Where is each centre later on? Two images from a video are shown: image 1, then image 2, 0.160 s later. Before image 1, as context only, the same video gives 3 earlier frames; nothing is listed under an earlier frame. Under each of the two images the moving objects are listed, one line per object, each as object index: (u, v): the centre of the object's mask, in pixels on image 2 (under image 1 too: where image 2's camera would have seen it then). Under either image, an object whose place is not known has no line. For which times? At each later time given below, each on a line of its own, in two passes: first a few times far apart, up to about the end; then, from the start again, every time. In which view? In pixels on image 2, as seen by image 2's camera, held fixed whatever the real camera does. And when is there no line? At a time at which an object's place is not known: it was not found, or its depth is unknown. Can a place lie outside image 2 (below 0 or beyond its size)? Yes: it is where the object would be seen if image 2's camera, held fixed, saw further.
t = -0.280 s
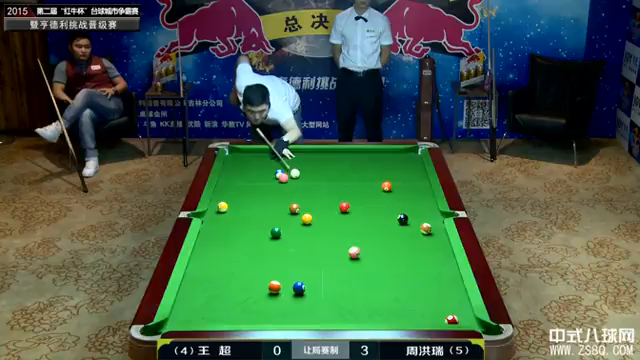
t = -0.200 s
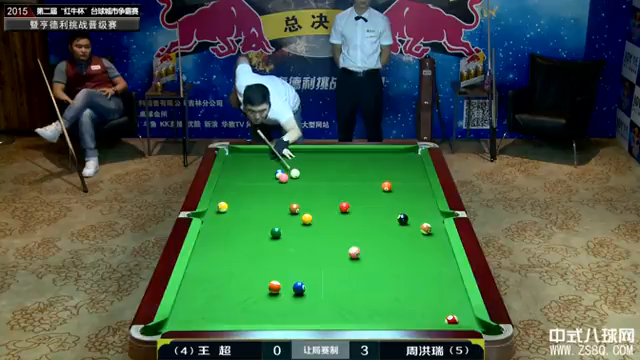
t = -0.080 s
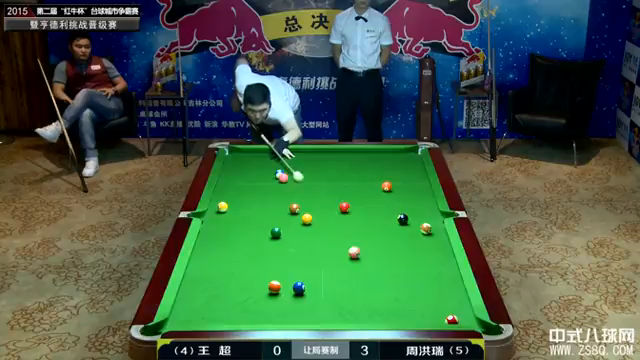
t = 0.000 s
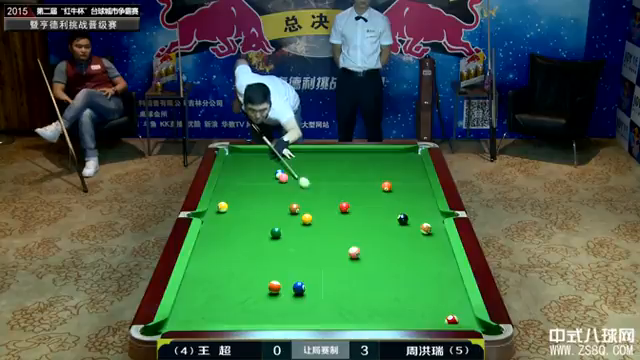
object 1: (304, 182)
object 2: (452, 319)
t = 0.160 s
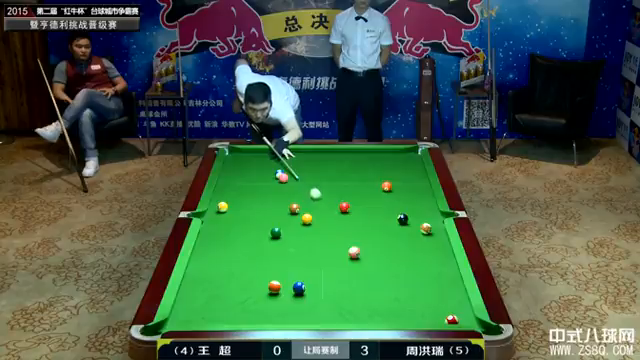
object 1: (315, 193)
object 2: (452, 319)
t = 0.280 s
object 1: (323, 201)
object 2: (452, 319)
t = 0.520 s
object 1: (338, 217)
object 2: (452, 319)
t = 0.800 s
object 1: (359, 237)
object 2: (452, 319)
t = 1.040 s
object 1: (378, 256)
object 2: (451, 319)
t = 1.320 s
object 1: (403, 280)
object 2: (452, 319)
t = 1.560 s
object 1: (425, 302)
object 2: (452, 320)
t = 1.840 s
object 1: (435, 320)
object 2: (465, 320)
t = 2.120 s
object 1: (425, 315)
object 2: (457, 317)
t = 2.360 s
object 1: (417, 308)
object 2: (444, 317)
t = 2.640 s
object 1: (408, 302)
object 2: (430, 316)
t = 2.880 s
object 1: (401, 297)
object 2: (419, 315)
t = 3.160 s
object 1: (394, 292)
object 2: (408, 314)
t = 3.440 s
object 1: (388, 287)
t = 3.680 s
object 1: (383, 284)
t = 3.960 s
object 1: (378, 281)
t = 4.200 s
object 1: (374, 278)
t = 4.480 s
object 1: (370, 276)
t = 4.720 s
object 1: (368, 274)
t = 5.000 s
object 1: (365, 273)
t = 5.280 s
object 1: (364, 272)
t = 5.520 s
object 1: (363, 272)
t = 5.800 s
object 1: (363, 272)
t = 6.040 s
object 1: (363, 272)
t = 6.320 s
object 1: (363, 272)
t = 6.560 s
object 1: (363, 272)
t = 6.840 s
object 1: (363, 272)
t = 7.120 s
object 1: (363, 272)
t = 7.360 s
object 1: (363, 272)
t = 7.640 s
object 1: (363, 272)
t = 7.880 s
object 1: (363, 272)
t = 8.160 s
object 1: (363, 272)
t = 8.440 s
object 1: (363, 272)
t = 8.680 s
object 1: (363, 272)
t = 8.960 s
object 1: (363, 272)
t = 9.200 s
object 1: (363, 272)
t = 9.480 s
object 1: (363, 272)
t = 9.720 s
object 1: (363, 272)
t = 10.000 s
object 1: (363, 272)
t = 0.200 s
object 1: (318, 196)
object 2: (452, 319)
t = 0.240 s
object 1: (320, 199)
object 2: (451, 319)
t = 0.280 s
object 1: (323, 201)
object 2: (452, 319)
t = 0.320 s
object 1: (325, 204)
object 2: (452, 319)
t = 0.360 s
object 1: (328, 206)
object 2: (452, 319)
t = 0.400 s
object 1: (330, 209)
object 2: (452, 319)
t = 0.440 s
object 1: (333, 212)
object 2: (452, 319)
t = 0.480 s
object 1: (336, 214)
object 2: (452, 319)
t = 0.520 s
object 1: (338, 217)
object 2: (452, 319)
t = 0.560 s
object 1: (341, 220)
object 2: (452, 319)
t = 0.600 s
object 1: (344, 223)
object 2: (452, 319)
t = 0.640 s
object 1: (347, 226)
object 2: (452, 319)
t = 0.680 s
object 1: (350, 228)
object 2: (452, 319)
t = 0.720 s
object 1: (353, 231)
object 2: (452, 319)
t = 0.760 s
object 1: (356, 234)
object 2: (452, 319)
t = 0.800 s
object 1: (359, 237)
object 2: (452, 319)
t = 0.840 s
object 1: (362, 240)
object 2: (452, 319)
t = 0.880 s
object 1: (365, 243)
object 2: (452, 319)
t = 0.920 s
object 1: (368, 246)
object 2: (451, 319)
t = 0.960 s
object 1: (371, 249)
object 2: (452, 319)
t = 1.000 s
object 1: (375, 253)
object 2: (451, 319)
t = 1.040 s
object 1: (378, 256)
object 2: (451, 319)
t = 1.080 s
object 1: (381, 259)
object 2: (452, 319)
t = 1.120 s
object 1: (385, 262)
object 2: (452, 319)
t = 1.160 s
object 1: (388, 266)
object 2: (452, 320)
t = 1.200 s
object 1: (392, 269)
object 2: (452, 320)
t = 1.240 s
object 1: (395, 273)
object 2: (452, 320)
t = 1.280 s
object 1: (399, 276)
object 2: (452, 320)
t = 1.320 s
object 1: (403, 280)
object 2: (452, 319)
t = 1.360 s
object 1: (406, 284)
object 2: (452, 320)
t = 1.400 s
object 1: (409, 287)
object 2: (452, 320)
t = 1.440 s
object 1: (413, 291)
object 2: (452, 320)
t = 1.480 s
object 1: (417, 295)
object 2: (452, 320)
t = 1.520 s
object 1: (421, 299)
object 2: (452, 320)
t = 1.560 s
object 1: (425, 302)
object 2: (452, 320)
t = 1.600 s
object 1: (429, 306)
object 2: (452, 320)
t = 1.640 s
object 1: (433, 310)
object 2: (452, 319)
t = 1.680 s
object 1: (437, 313)
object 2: (452, 319)
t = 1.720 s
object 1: (439, 316)
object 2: (453, 320)
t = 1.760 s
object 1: (438, 317)
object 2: (458, 321)
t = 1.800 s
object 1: (436, 319)
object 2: (462, 320)
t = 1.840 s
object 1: (435, 320)
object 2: (465, 320)
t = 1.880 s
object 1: (434, 320)
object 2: (468, 318)
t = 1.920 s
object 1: (432, 319)
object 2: (469, 318)
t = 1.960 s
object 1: (431, 318)
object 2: (467, 318)
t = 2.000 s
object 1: (429, 317)
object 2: (464, 317)
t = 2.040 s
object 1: (428, 317)
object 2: (462, 318)
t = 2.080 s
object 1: (426, 316)
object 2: (460, 318)
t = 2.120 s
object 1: (425, 315)
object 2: (457, 317)
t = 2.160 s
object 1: (423, 314)
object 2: (455, 317)
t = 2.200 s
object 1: (422, 312)
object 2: (452, 318)
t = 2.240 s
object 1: (421, 311)
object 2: (450, 317)
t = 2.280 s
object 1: (420, 310)
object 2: (448, 317)
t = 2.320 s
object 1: (418, 309)
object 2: (446, 317)
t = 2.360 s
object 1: (417, 308)
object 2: (444, 317)
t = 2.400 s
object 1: (415, 308)
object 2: (442, 317)
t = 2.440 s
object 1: (414, 306)
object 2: (440, 317)
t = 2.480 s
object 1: (413, 305)
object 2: (438, 316)
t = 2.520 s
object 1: (412, 305)
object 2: (436, 316)
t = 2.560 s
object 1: (411, 304)
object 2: (434, 316)
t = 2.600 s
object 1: (409, 303)
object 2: (432, 316)
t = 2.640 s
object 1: (408, 302)
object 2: (430, 316)
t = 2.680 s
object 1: (407, 301)
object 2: (428, 316)
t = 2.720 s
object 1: (406, 300)
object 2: (426, 316)
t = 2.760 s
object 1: (405, 299)
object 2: (424, 316)
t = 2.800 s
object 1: (403, 299)
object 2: (423, 316)
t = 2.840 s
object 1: (403, 298)
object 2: (421, 316)
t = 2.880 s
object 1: (401, 297)
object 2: (419, 315)
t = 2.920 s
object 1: (400, 296)
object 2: (417, 316)
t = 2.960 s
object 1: (399, 295)
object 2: (416, 315)
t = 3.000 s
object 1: (398, 295)
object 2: (414, 315)
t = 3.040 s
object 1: (397, 294)
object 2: (413, 315)
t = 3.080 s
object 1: (396, 293)
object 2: (411, 315)
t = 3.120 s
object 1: (395, 292)
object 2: (409, 315)
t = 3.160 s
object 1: (394, 292)
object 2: (408, 314)
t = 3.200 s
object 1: (393, 291)
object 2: (407, 314)
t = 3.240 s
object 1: (392, 291)
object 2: (405, 314)
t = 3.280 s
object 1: (391, 290)
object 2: (404, 314)
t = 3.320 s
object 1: (390, 289)
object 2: (402, 314)
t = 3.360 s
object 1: (389, 289)
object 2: (401, 313)
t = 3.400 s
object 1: (389, 288)
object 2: (399, 313)
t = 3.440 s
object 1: (388, 287)
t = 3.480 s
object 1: (387, 287)
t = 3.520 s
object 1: (386, 286)
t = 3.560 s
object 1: (385, 286)
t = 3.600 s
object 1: (384, 285)
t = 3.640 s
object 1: (384, 285)
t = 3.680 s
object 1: (383, 284)
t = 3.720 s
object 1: (382, 284)
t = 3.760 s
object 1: (381, 283)
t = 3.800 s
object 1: (380, 282)
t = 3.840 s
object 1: (380, 282)
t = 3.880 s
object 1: (379, 282)
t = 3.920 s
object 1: (378, 281)
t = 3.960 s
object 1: (378, 281)
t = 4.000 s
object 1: (377, 281)
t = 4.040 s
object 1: (376, 280)
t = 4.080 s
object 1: (376, 280)
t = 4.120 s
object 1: (375, 279)
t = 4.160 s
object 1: (375, 279)
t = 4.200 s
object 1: (374, 278)
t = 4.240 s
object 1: (373, 278)
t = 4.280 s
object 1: (373, 278)
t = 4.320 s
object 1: (372, 278)
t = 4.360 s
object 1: (372, 277)
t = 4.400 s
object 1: (371, 277)
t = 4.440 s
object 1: (371, 277)
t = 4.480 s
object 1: (370, 276)
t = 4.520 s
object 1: (370, 276)
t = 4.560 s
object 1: (369, 276)
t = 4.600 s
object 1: (369, 275)
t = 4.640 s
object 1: (368, 275)
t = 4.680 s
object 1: (368, 275)
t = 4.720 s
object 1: (368, 274)
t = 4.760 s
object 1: (367, 274)
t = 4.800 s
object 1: (367, 274)
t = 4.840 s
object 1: (366, 274)
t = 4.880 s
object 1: (366, 274)
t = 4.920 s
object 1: (366, 273)
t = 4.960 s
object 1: (365, 273)
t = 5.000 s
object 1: (365, 273)
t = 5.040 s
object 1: (365, 273)
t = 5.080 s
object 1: (365, 273)
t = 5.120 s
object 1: (364, 273)
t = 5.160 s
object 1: (364, 272)
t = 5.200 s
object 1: (364, 272)
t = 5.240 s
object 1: (364, 272)
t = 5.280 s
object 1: (364, 272)
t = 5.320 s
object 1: (363, 272)
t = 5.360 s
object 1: (363, 272)
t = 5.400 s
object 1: (363, 272)
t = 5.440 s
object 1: (363, 272)
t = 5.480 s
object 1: (363, 272)
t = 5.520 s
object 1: (363, 272)
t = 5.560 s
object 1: (363, 272)
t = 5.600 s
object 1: (363, 272)
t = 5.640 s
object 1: (363, 272)
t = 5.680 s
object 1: (363, 272)
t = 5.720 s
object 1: (363, 272)
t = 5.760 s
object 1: (363, 272)
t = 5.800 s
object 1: (363, 272)
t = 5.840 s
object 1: (363, 272)
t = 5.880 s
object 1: (363, 272)
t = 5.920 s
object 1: (363, 272)
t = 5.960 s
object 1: (363, 272)
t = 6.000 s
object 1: (363, 272)
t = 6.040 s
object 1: (363, 272)
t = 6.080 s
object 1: (363, 272)
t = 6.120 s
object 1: (363, 272)
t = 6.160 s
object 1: (363, 272)
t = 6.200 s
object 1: (363, 272)
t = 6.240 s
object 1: (363, 272)
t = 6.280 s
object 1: (363, 272)
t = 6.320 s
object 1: (363, 272)
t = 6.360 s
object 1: (363, 272)
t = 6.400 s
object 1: (363, 272)
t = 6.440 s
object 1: (363, 272)
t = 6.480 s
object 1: (363, 272)
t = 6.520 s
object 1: (363, 272)
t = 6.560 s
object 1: (363, 272)
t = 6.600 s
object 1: (363, 272)
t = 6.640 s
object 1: (363, 272)
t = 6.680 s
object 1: (363, 272)
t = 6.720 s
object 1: (363, 272)
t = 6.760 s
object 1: (363, 272)
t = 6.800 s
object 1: (363, 272)
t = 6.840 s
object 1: (363, 272)
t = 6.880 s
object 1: (363, 272)
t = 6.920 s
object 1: (363, 272)
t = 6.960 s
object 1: (363, 272)
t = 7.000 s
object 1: (363, 272)
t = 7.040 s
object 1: (363, 272)
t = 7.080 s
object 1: (363, 272)
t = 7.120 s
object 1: (363, 272)
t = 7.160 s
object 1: (363, 272)
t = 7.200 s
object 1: (363, 272)
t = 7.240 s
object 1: (363, 272)
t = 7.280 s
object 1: (363, 272)
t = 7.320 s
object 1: (363, 272)
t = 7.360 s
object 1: (363, 272)
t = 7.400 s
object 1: (363, 272)
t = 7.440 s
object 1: (363, 272)
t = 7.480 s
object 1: (363, 272)
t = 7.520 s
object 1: (363, 272)
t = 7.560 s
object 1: (363, 272)
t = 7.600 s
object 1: (363, 272)
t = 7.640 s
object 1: (363, 272)
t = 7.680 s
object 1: (363, 272)
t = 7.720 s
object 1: (363, 272)
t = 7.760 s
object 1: (363, 272)
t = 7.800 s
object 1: (363, 272)
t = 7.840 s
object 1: (363, 272)
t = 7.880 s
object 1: (363, 272)
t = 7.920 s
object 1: (363, 272)
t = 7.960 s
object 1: (363, 272)
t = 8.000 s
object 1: (363, 272)
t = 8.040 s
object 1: (363, 272)
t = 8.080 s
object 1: (363, 272)
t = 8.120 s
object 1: (363, 272)
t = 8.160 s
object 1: (363, 272)
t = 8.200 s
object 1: (363, 272)
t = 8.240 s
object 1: (363, 272)
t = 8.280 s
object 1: (363, 272)
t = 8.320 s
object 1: (363, 272)
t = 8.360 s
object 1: (363, 272)
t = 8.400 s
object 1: (363, 272)
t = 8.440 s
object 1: (363, 272)
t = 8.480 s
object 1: (363, 272)
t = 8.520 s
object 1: (363, 272)
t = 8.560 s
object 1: (363, 272)
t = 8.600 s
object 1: (363, 272)
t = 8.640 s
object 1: (363, 272)
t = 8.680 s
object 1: (363, 272)
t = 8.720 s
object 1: (363, 272)
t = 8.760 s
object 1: (363, 272)
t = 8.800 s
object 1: (363, 272)
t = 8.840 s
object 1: (363, 272)
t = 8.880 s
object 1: (363, 272)
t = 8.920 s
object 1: (363, 272)
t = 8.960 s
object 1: (363, 272)
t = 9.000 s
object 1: (363, 272)
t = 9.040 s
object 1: (363, 272)
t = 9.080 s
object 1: (363, 272)
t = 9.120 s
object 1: (363, 272)
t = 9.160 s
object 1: (363, 272)
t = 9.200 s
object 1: (363, 272)
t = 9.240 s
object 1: (363, 272)
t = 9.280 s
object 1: (363, 272)
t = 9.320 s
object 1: (363, 272)
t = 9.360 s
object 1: (363, 272)
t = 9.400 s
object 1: (363, 272)
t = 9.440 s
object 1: (363, 272)
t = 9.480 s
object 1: (363, 272)
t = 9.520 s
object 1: (363, 272)
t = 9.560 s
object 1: (363, 272)
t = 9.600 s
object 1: (363, 272)
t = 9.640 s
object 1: (363, 272)
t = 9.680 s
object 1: (363, 272)
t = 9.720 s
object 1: (363, 272)
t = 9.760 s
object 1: (363, 272)
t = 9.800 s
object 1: (363, 272)
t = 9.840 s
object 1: (363, 272)
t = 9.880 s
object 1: (363, 272)
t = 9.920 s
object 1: (363, 272)
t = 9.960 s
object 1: (363, 272)
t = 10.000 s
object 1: (363, 272)
